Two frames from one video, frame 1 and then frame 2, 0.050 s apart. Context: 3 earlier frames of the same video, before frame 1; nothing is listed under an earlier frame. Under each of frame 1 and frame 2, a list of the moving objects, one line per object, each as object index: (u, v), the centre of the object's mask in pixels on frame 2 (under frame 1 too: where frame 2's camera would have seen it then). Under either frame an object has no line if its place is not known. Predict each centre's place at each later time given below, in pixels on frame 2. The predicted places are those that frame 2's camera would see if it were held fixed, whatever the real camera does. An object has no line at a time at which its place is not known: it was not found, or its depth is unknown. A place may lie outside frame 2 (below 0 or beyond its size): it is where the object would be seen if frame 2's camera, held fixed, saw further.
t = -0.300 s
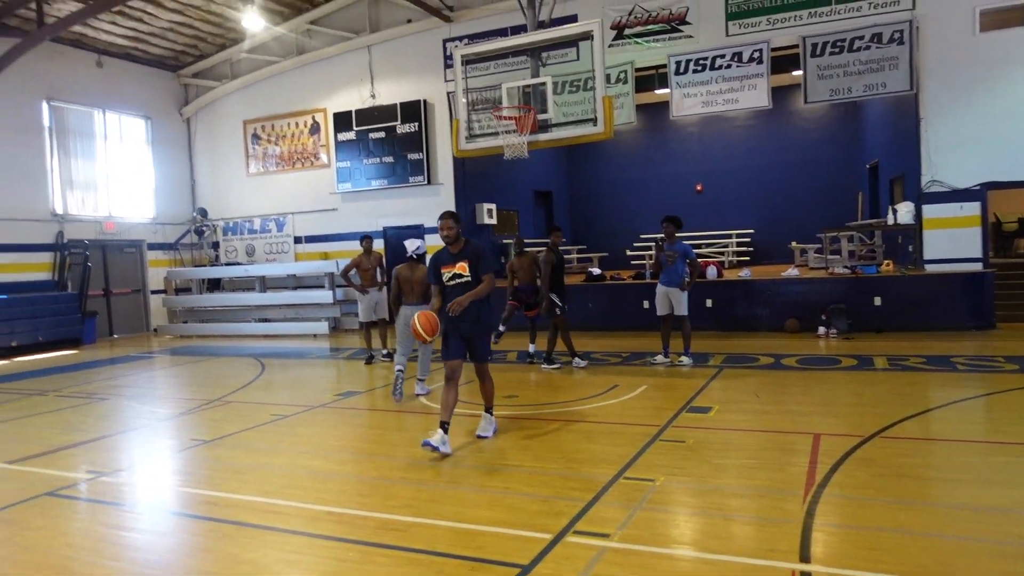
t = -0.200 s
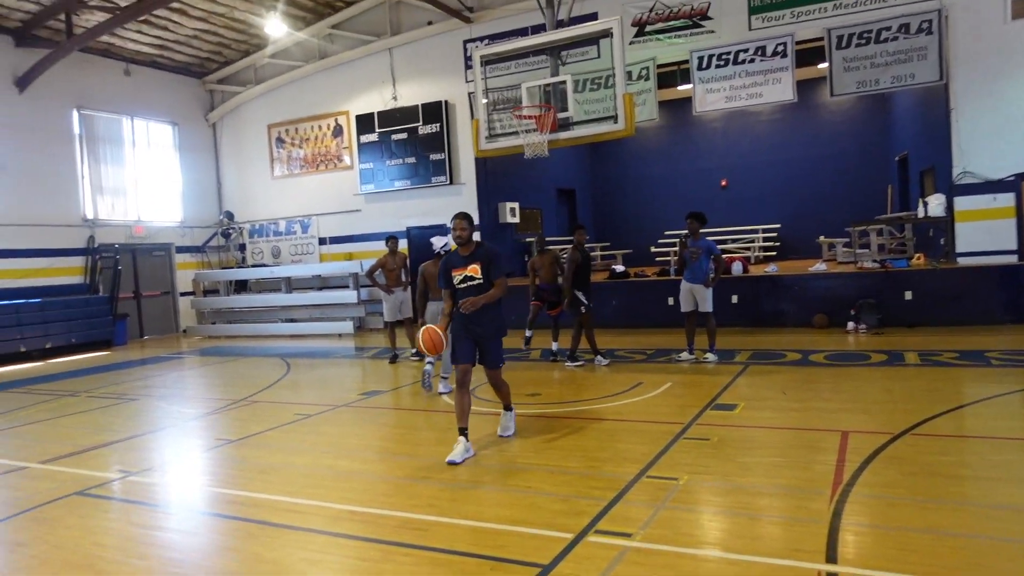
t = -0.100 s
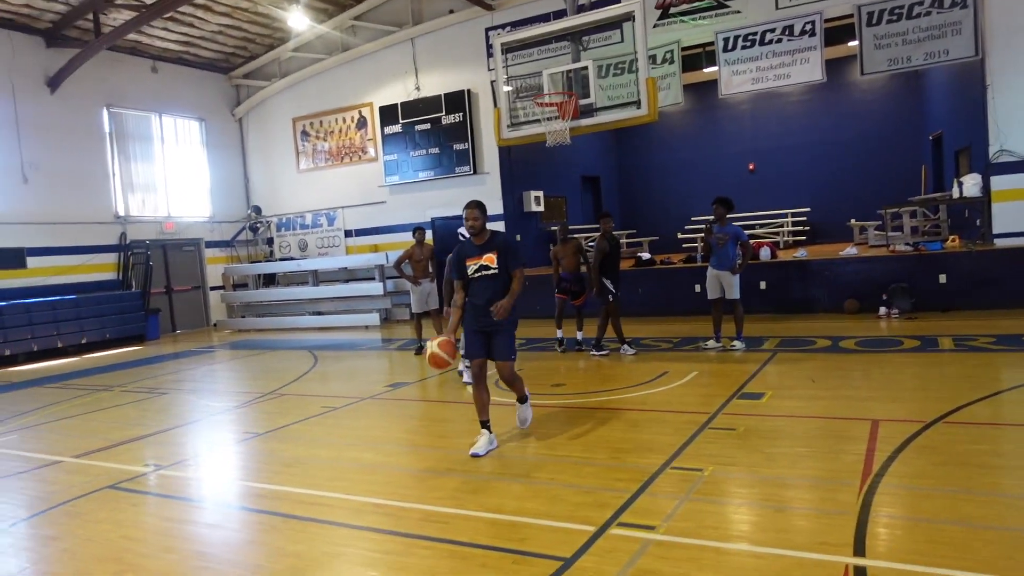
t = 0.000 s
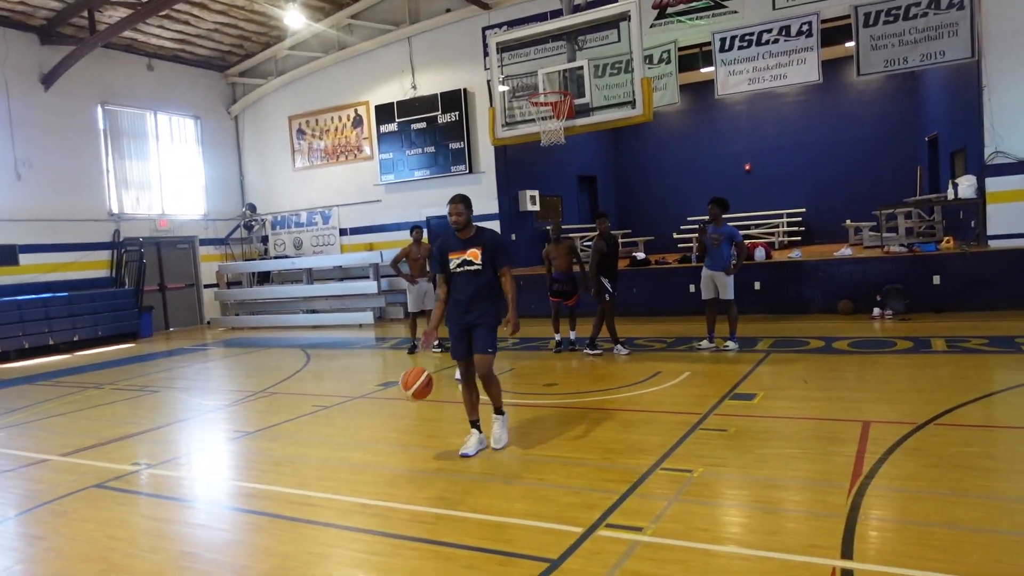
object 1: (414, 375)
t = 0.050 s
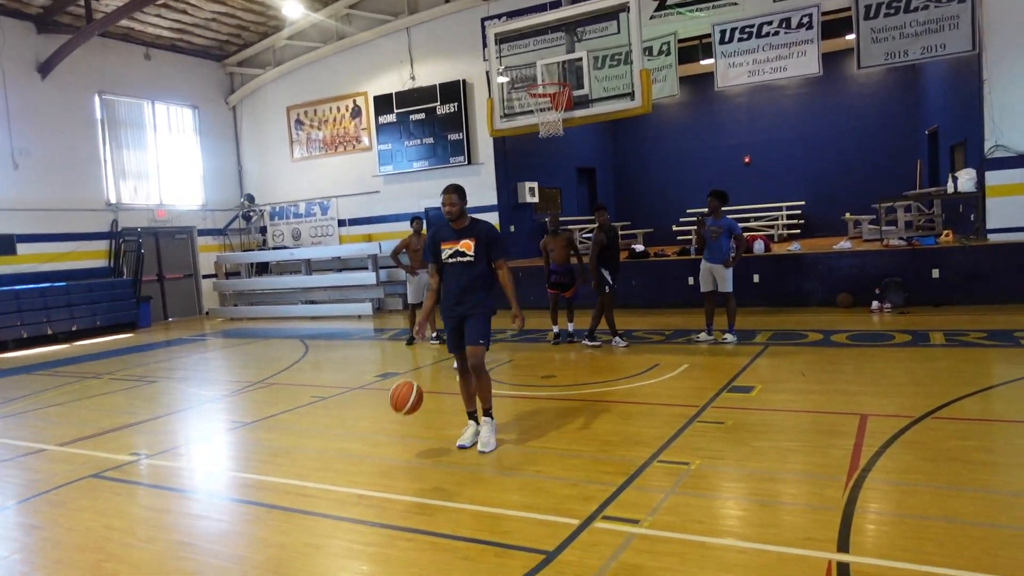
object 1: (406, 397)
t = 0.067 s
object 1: (403, 406)
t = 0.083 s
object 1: (401, 415)
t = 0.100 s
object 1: (399, 424)
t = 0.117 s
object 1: (396, 433)
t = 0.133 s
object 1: (394, 444)
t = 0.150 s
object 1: (392, 454)
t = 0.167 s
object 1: (389, 451)
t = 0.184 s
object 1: (386, 445)
